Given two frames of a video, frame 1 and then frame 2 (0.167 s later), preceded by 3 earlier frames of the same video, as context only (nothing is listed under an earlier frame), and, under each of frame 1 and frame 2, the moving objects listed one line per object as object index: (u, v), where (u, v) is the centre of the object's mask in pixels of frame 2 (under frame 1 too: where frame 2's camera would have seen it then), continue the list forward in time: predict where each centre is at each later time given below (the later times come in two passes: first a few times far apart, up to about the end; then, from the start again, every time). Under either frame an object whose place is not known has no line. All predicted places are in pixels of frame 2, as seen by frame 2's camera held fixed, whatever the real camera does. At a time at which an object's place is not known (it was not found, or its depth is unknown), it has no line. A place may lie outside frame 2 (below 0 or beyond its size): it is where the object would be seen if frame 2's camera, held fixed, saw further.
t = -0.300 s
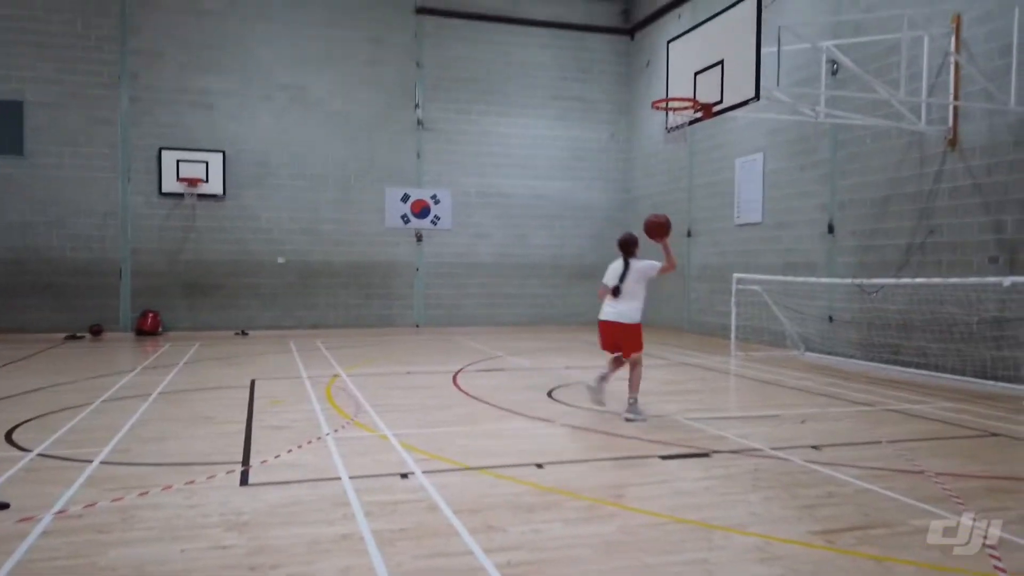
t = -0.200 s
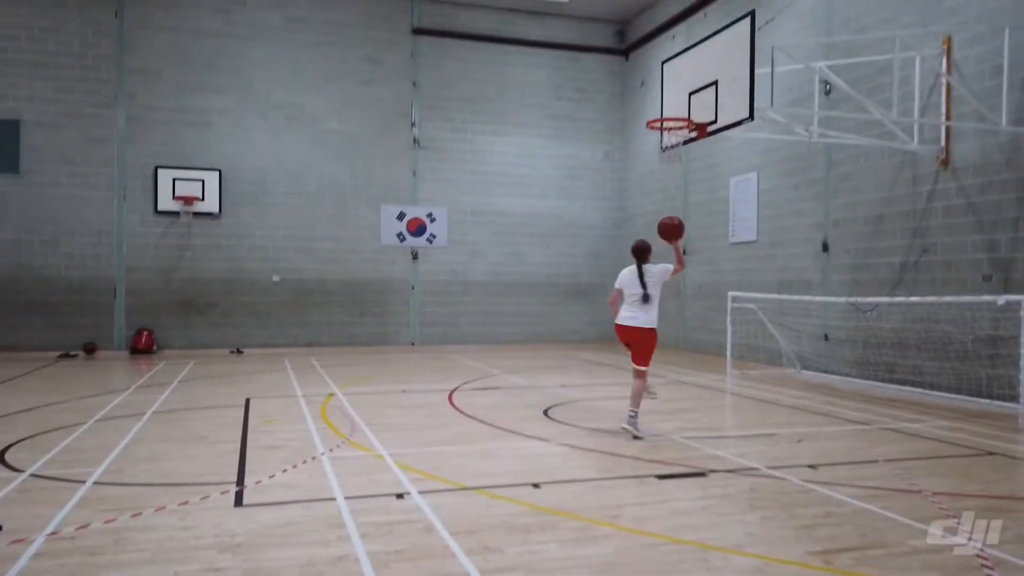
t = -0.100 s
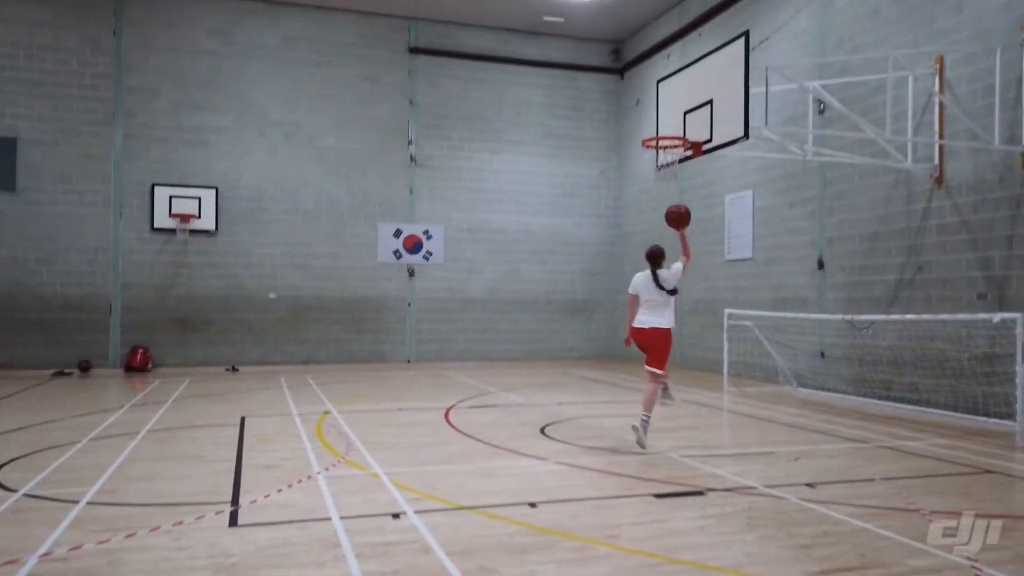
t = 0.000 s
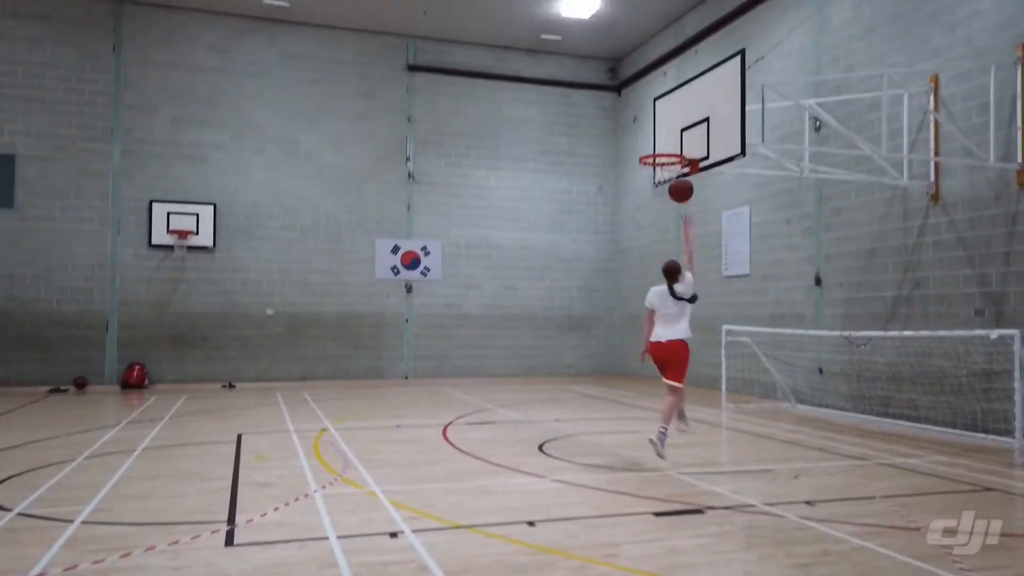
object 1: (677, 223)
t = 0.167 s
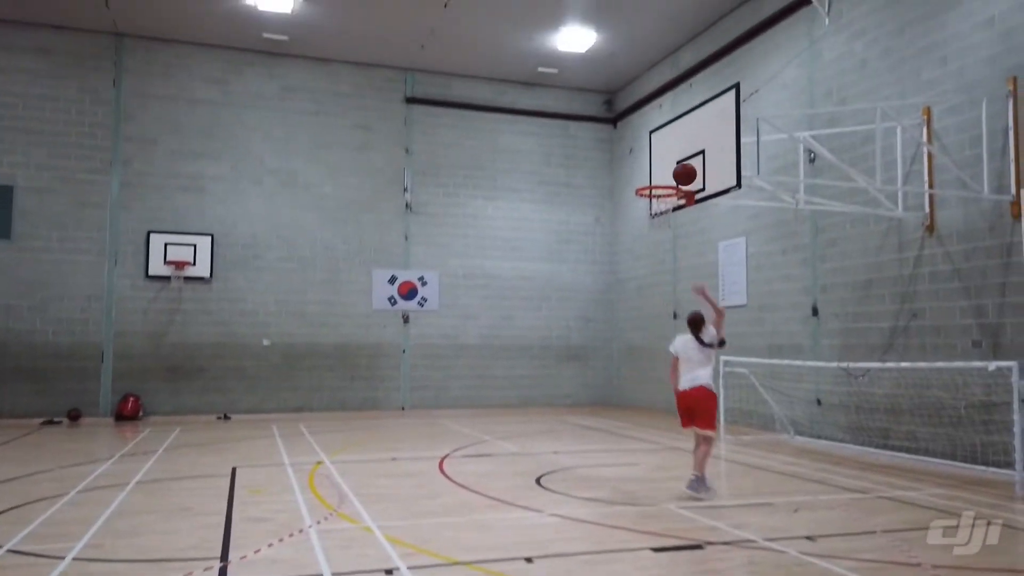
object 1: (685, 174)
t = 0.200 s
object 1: (686, 169)
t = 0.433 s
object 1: (680, 161)
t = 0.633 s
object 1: (647, 193)
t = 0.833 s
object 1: (668, 231)
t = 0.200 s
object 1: (686, 169)
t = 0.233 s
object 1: (687, 164)
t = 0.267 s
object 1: (689, 161)
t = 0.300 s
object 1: (690, 159)
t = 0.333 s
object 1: (691, 158)
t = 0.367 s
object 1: (692, 158)
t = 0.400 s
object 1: (686, 158)
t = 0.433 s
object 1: (680, 161)
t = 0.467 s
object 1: (674, 163)
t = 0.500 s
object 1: (669, 167)
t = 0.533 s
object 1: (663, 172)
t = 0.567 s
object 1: (658, 177)
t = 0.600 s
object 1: (652, 181)
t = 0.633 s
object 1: (647, 193)
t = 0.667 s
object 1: (651, 198)
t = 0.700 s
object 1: (655, 206)
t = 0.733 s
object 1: (659, 212)
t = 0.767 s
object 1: (663, 219)
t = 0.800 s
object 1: (666, 227)
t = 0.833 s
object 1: (668, 231)
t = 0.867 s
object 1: (670, 238)
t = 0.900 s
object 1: (672, 246)
